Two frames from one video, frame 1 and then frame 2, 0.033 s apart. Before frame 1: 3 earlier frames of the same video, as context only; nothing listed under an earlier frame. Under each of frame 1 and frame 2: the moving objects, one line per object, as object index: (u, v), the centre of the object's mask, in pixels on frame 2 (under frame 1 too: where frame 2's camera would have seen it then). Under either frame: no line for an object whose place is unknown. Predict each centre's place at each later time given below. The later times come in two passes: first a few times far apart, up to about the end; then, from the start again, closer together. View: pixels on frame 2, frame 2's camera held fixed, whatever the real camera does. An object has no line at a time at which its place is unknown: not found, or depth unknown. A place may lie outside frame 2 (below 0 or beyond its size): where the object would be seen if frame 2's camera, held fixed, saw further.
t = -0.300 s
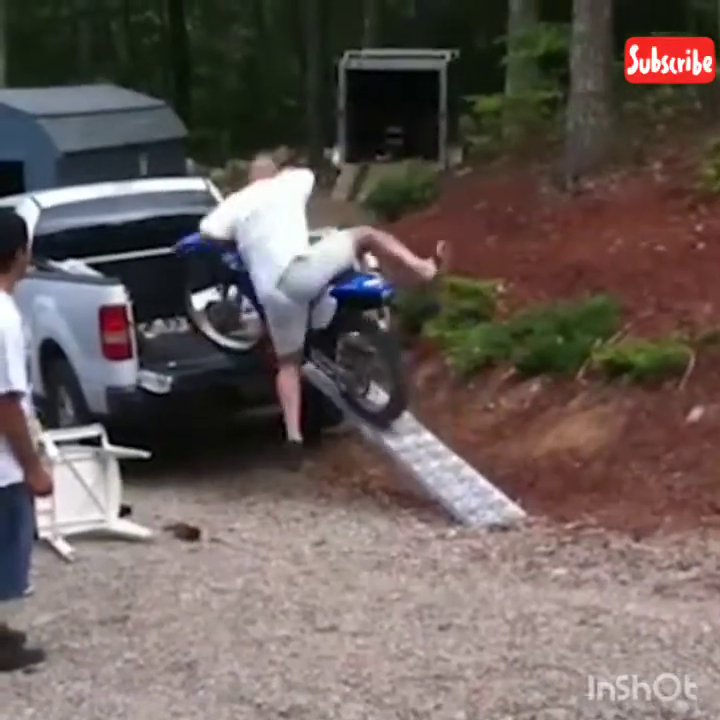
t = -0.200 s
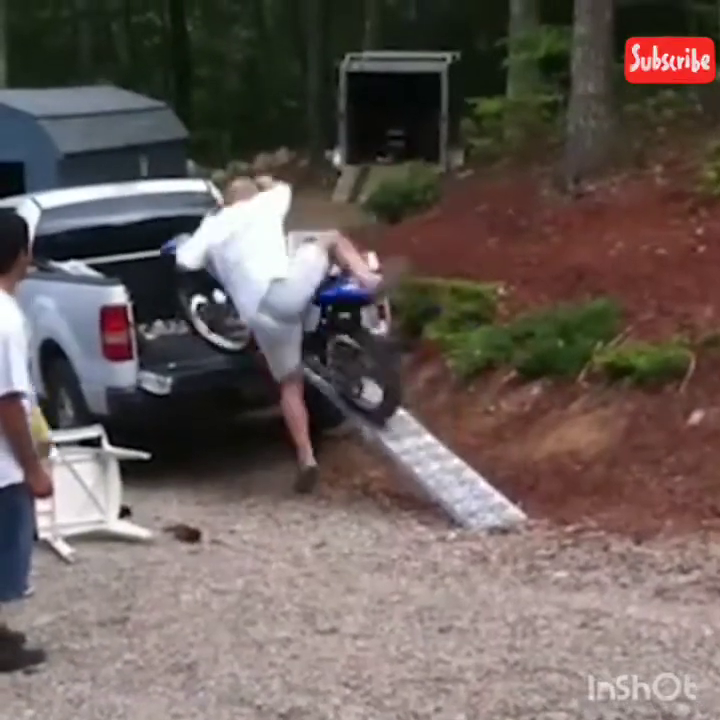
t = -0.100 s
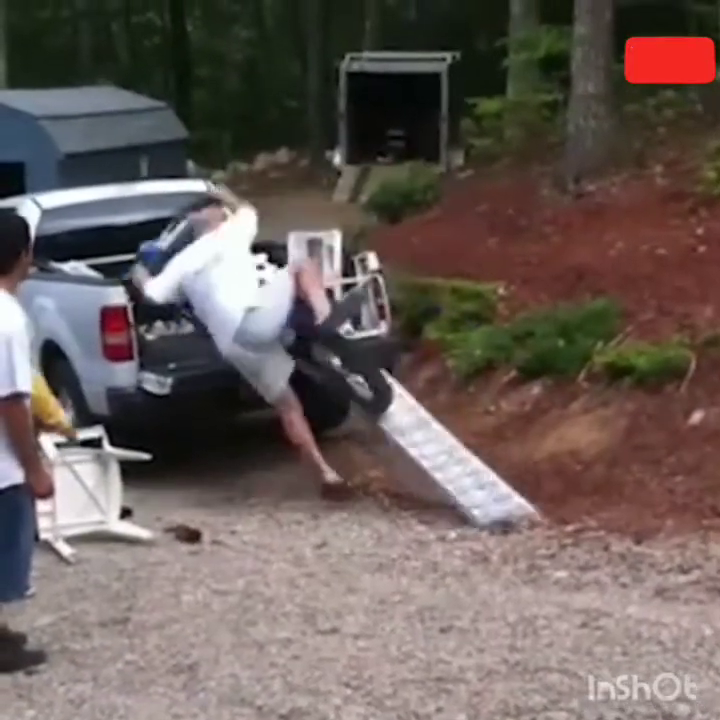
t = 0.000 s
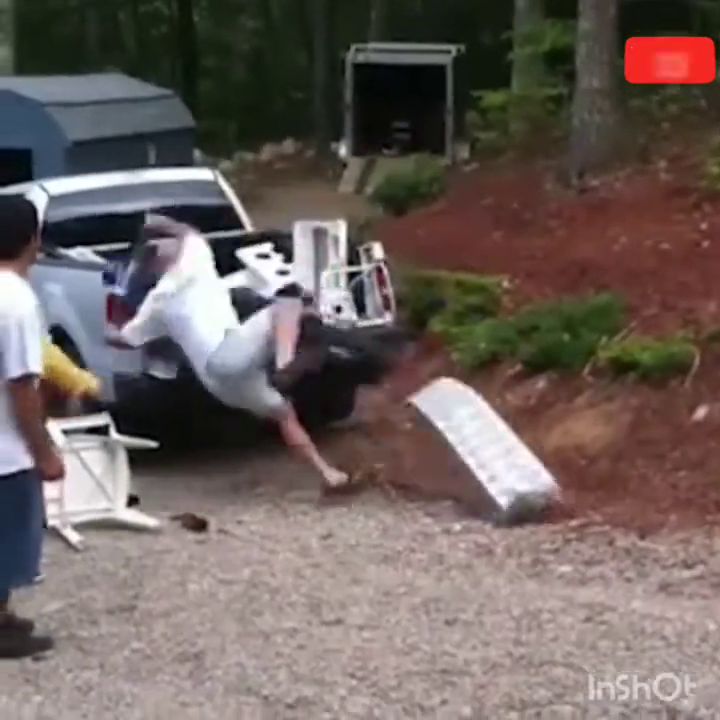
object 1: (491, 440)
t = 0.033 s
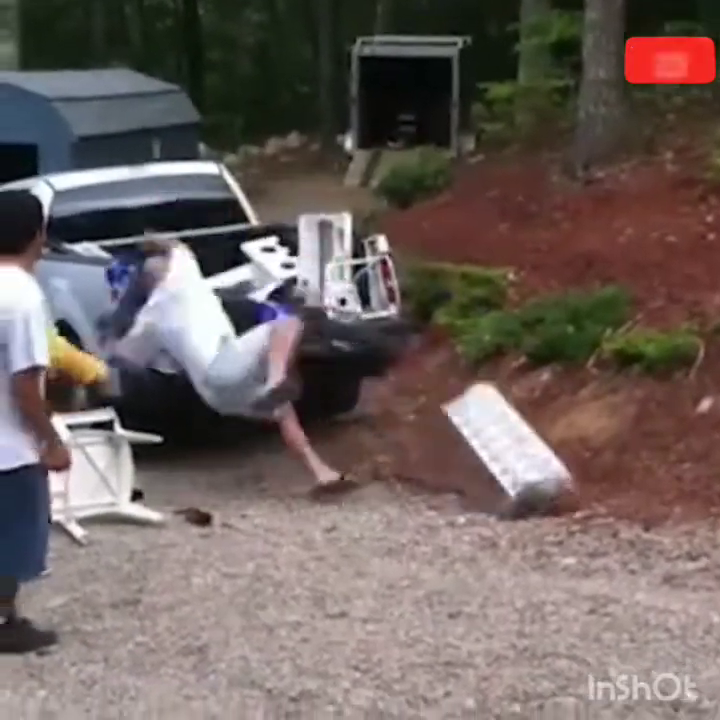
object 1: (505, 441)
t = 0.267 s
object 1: (552, 463)
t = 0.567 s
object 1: (543, 466)
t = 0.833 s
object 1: (542, 466)
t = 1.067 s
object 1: (541, 466)
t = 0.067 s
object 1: (516, 446)
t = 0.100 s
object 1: (526, 451)
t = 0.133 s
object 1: (533, 453)
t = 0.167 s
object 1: (541, 459)
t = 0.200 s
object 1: (547, 460)
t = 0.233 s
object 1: (551, 464)
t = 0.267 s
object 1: (552, 463)
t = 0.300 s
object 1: (553, 461)
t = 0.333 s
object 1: (551, 461)
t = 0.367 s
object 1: (549, 461)
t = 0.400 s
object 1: (545, 460)
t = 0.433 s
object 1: (543, 462)
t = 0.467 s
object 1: (542, 463)
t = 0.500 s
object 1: (542, 465)
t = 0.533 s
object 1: (543, 465)
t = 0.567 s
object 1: (543, 466)
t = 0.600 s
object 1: (543, 465)
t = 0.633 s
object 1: (544, 466)
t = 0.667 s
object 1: (542, 465)
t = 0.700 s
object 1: (543, 466)
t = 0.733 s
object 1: (542, 466)
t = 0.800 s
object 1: (542, 466)
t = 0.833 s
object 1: (542, 466)
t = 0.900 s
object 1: (542, 467)
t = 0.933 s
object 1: (542, 466)
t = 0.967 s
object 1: (542, 466)
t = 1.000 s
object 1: (542, 467)
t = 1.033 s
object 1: (542, 467)
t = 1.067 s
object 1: (541, 466)
